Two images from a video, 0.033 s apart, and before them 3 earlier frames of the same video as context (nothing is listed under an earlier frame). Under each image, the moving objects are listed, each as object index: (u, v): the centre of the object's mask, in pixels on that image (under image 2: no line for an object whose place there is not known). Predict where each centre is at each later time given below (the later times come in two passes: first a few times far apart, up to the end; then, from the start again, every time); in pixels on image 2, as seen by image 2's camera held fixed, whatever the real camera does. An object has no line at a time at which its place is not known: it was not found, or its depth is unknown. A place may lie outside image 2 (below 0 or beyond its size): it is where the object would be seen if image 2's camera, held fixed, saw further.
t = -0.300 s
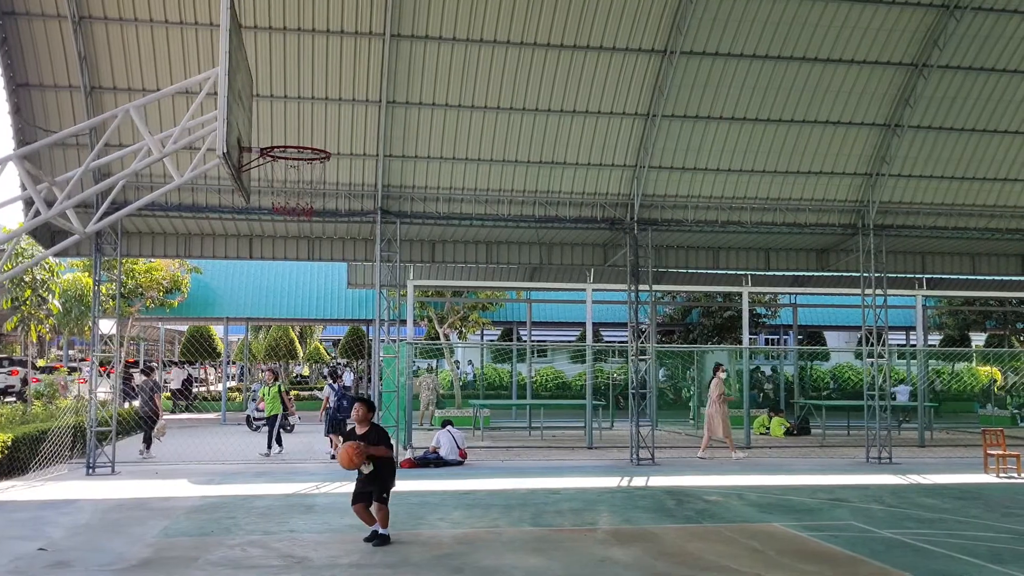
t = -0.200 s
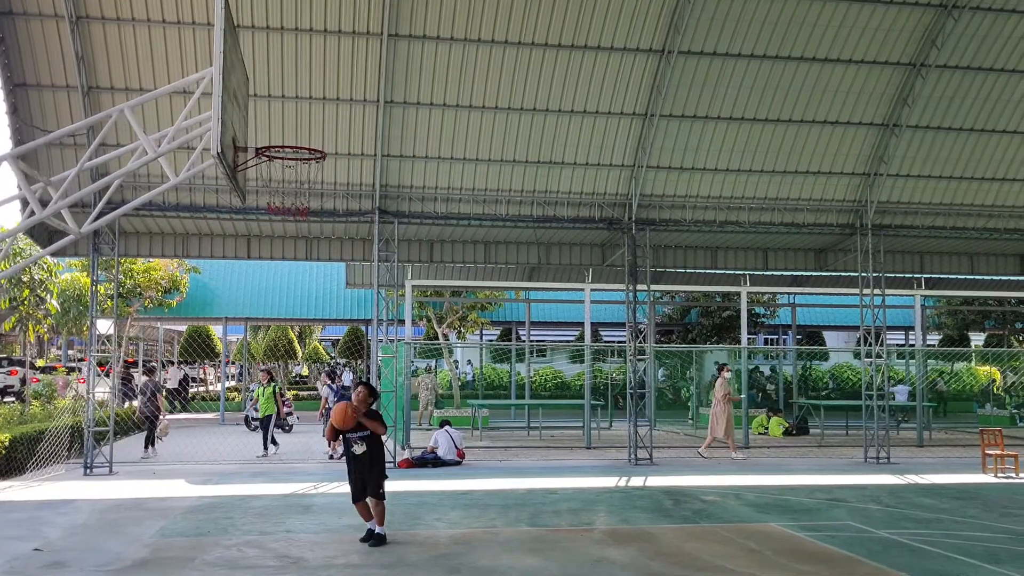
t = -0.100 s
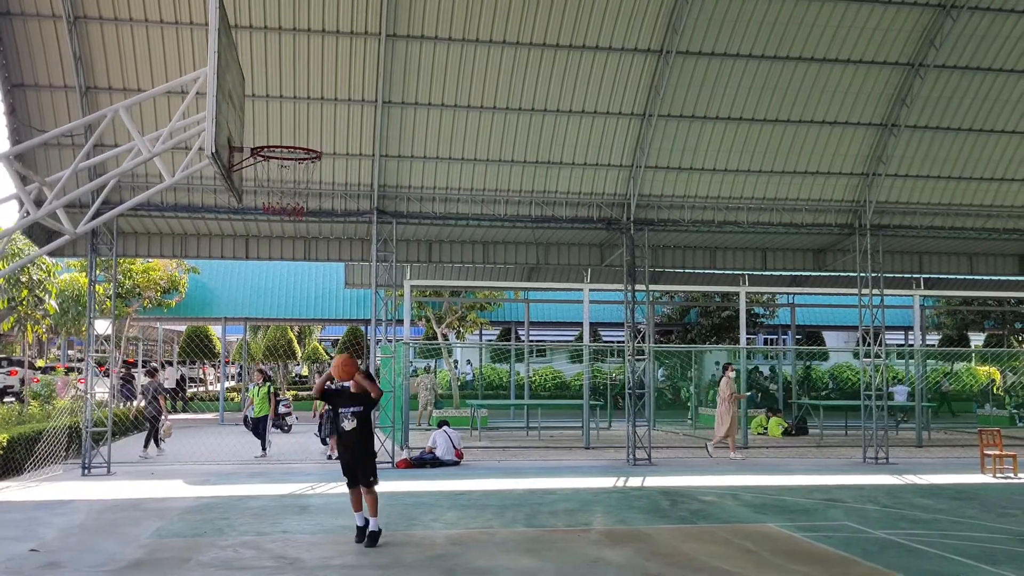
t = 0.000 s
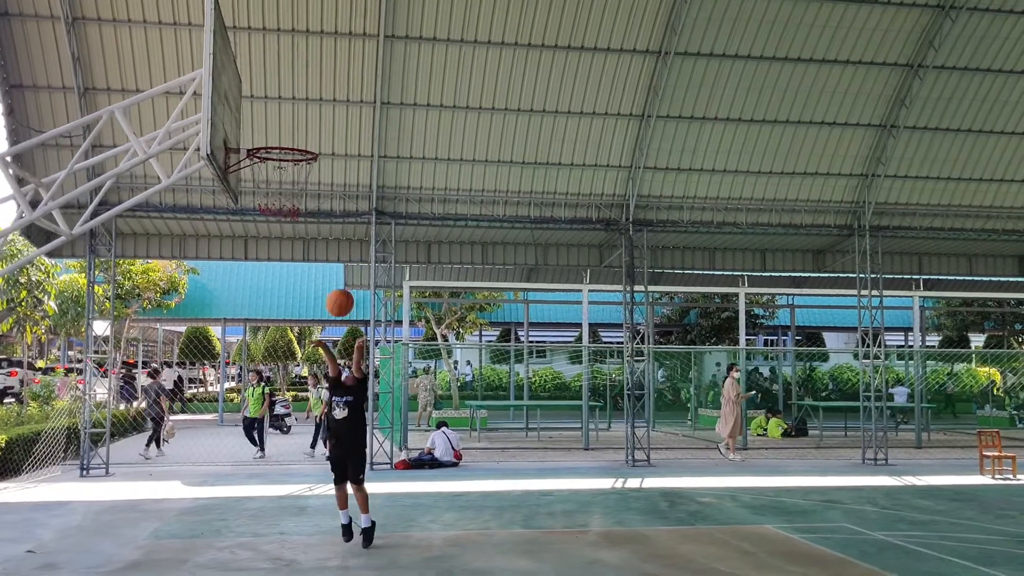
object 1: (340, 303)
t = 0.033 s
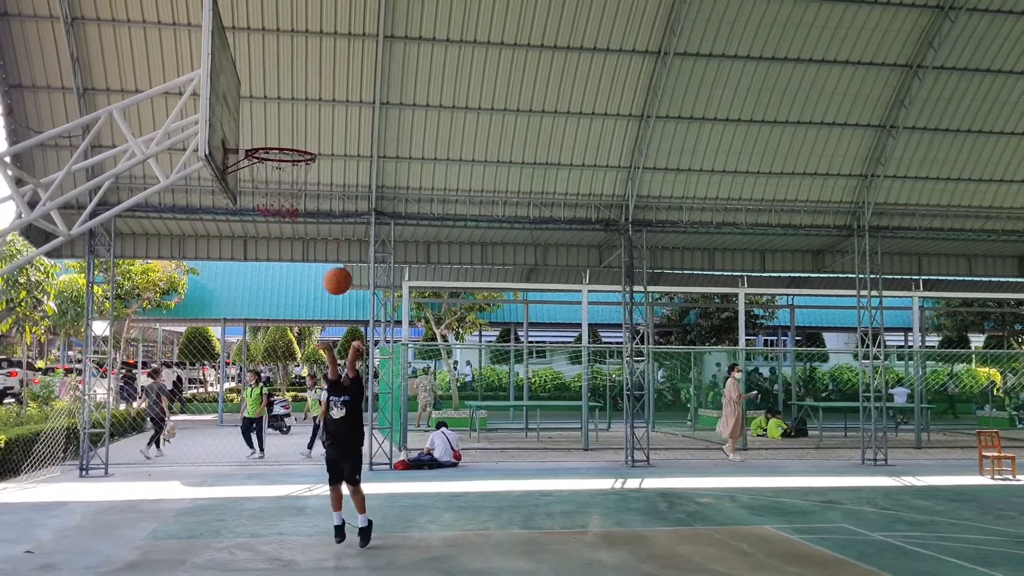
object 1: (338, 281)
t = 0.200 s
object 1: (329, 188)
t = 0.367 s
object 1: (320, 124)
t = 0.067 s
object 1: (336, 260)
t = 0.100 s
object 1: (334, 241)
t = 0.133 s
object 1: (333, 222)
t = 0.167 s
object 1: (331, 205)
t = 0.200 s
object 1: (329, 188)
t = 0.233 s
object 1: (328, 173)
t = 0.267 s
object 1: (326, 160)
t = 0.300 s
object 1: (324, 147)
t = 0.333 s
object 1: (321, 135)
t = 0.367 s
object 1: (320, 124)
